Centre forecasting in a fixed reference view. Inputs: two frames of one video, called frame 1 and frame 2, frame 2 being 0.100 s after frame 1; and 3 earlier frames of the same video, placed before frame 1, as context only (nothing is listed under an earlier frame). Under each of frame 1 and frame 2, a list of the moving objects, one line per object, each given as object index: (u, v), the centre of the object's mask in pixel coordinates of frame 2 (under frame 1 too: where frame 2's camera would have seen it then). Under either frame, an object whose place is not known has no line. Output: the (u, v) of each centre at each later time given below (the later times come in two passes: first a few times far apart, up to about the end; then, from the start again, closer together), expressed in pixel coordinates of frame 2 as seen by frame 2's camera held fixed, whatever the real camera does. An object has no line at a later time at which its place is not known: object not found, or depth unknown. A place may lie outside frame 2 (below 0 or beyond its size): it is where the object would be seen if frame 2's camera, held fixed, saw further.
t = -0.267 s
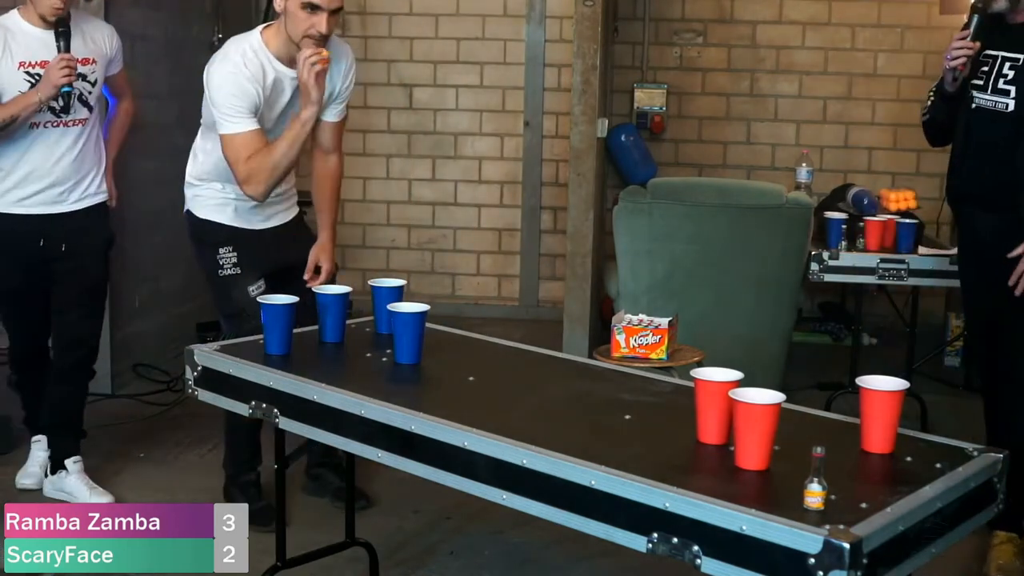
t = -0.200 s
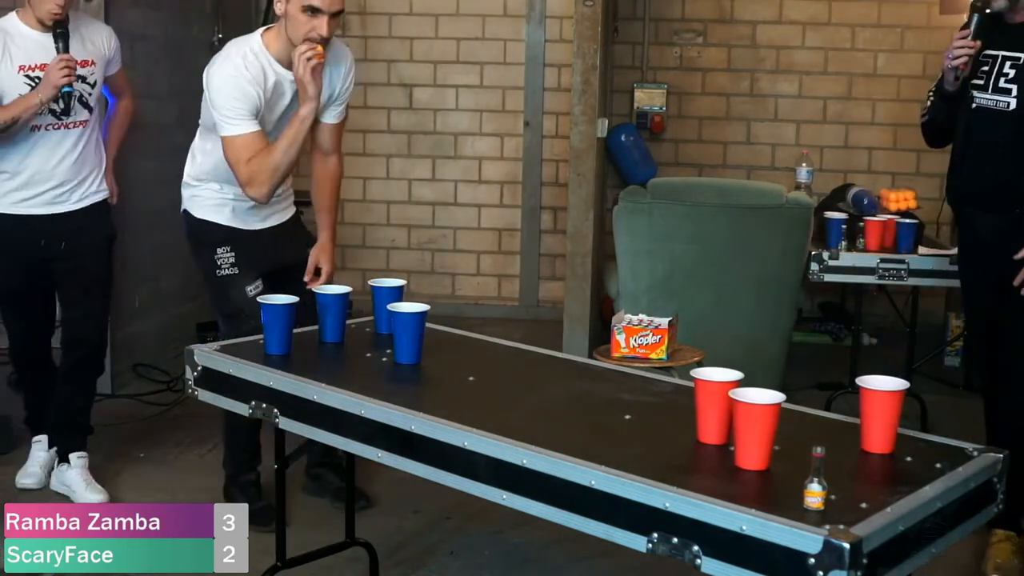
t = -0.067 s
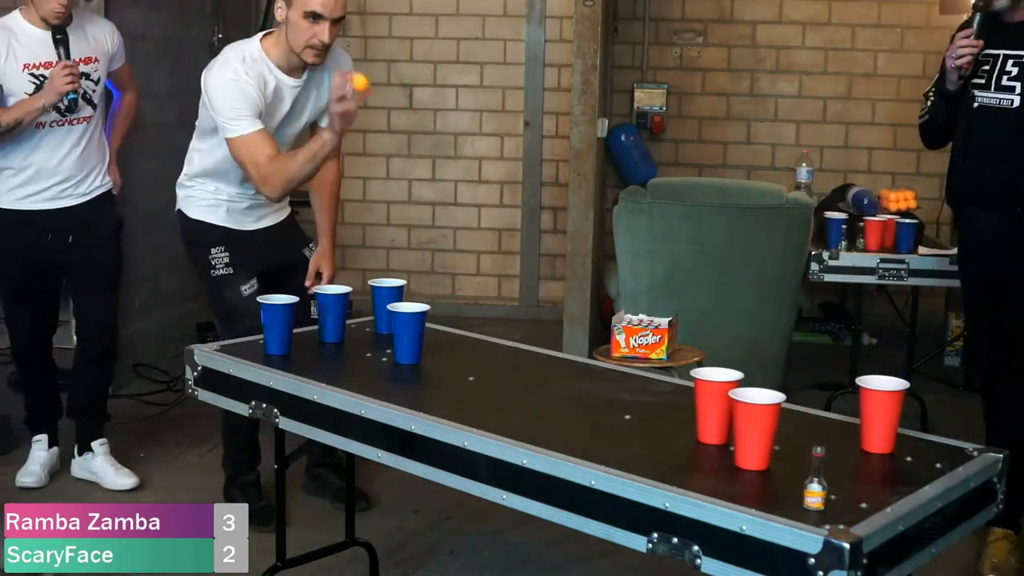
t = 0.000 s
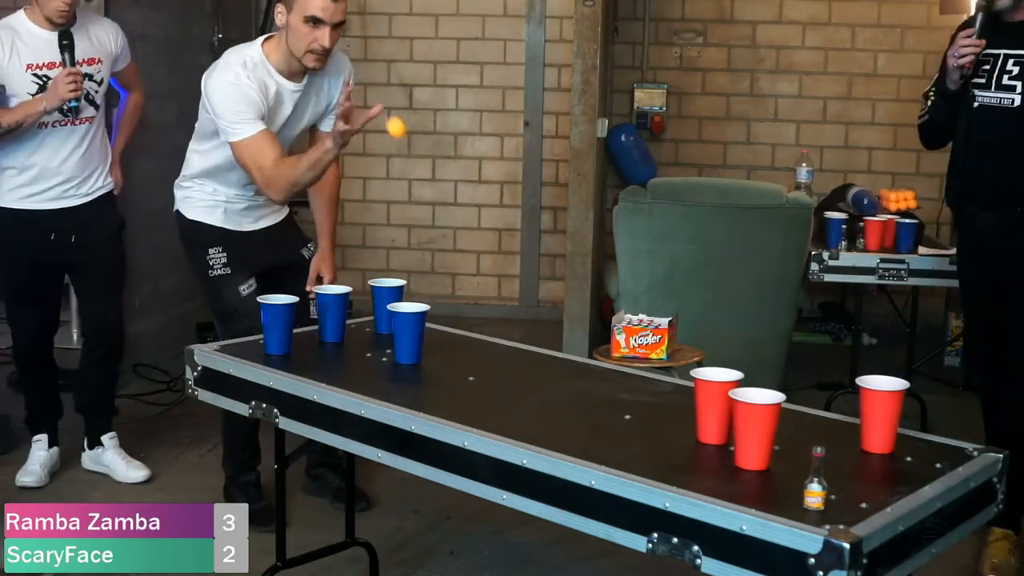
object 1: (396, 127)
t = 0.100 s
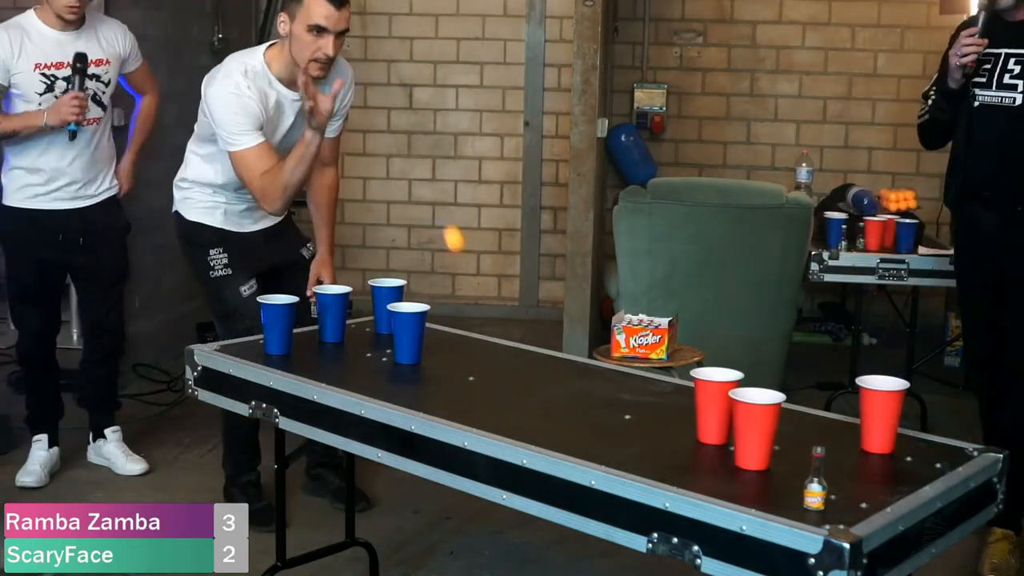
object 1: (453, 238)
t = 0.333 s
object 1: (569, 241)
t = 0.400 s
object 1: (601, 222)
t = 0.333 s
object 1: (569, 241)
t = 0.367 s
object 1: (585, 228)
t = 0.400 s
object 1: (601, 222)
